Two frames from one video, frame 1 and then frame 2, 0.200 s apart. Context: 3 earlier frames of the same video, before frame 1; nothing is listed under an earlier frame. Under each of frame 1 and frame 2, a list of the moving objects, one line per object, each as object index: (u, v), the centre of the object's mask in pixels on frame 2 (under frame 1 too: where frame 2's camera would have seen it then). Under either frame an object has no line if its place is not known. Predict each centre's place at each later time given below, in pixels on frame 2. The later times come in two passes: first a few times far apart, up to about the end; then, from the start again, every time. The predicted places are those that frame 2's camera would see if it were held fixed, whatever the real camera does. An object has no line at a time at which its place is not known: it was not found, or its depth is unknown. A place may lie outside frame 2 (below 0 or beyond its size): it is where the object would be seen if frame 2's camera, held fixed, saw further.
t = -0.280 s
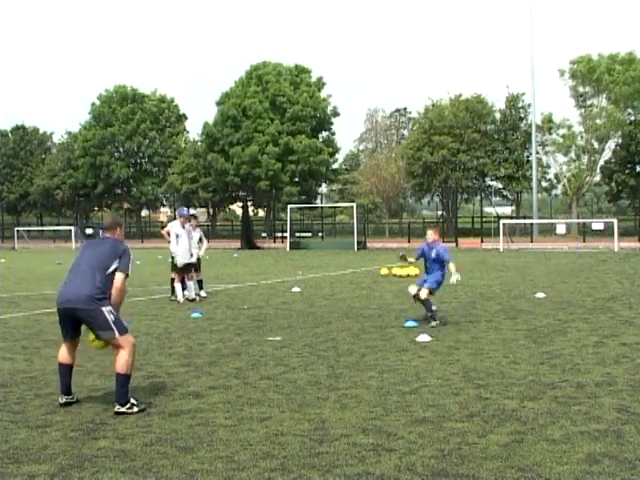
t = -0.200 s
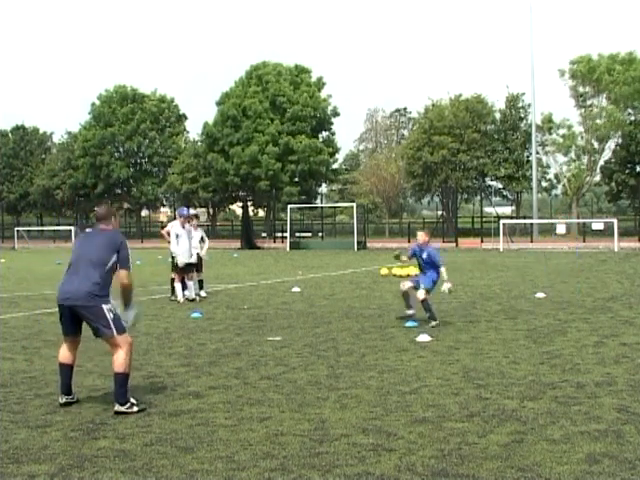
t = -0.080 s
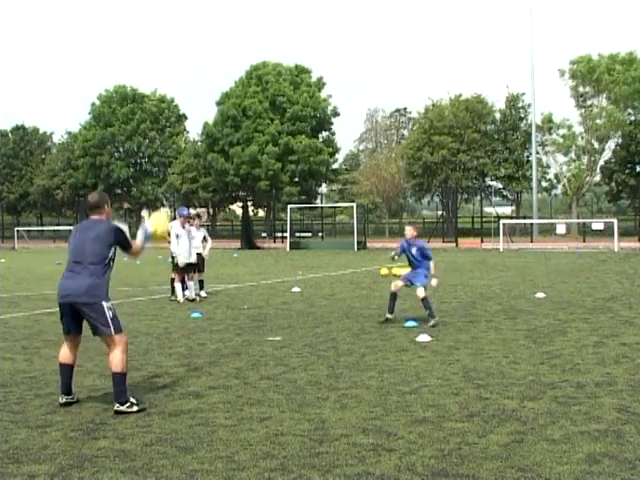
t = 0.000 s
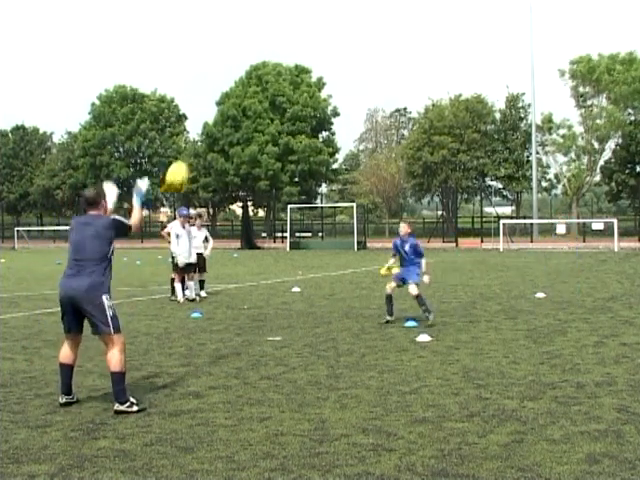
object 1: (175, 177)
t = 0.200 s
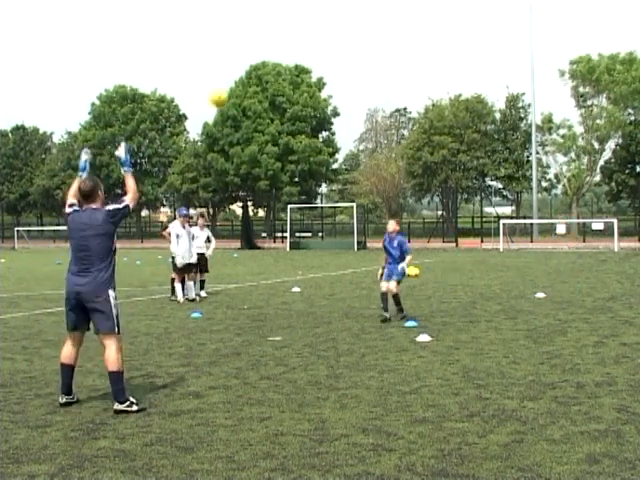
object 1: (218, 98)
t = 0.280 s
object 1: (232, 80)
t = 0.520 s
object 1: (268, 66)
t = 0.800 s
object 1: (301, 106)
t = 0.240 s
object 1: (225, 88)
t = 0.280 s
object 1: (232, 80)
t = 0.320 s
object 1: (238, 73)
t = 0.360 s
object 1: (246, 69)
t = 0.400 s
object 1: (252, 66)
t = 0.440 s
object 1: (257, 65)
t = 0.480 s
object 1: (263, 65)
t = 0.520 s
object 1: (268, 66)
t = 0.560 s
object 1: (273, 69)
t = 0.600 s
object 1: (279, 73)
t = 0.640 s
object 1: (283, 78)
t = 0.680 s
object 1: (288, 84)
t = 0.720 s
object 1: (293, 90)
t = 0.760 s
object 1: (297, 98)
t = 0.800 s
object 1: (301, 106)
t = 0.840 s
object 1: (305, 115)
